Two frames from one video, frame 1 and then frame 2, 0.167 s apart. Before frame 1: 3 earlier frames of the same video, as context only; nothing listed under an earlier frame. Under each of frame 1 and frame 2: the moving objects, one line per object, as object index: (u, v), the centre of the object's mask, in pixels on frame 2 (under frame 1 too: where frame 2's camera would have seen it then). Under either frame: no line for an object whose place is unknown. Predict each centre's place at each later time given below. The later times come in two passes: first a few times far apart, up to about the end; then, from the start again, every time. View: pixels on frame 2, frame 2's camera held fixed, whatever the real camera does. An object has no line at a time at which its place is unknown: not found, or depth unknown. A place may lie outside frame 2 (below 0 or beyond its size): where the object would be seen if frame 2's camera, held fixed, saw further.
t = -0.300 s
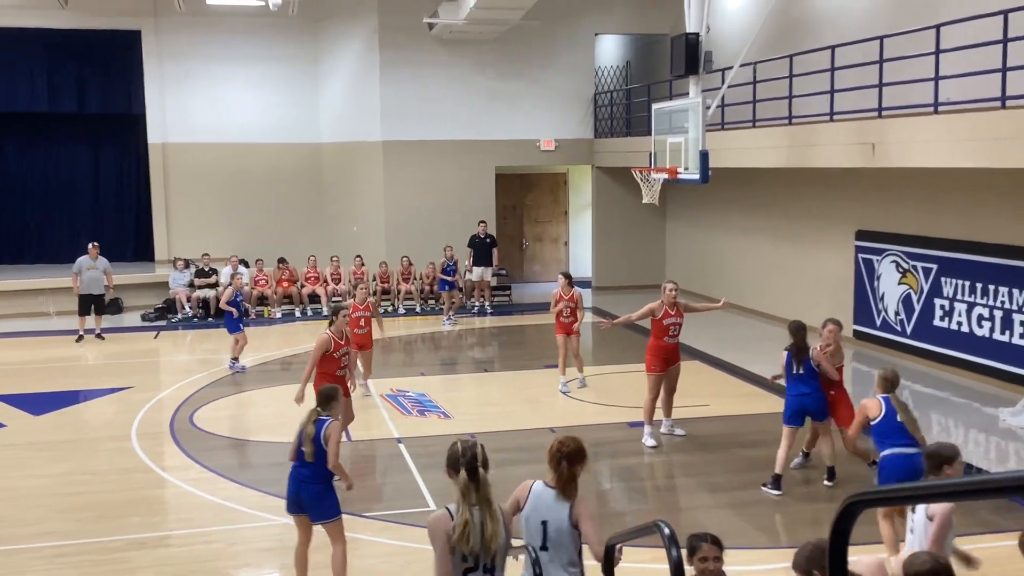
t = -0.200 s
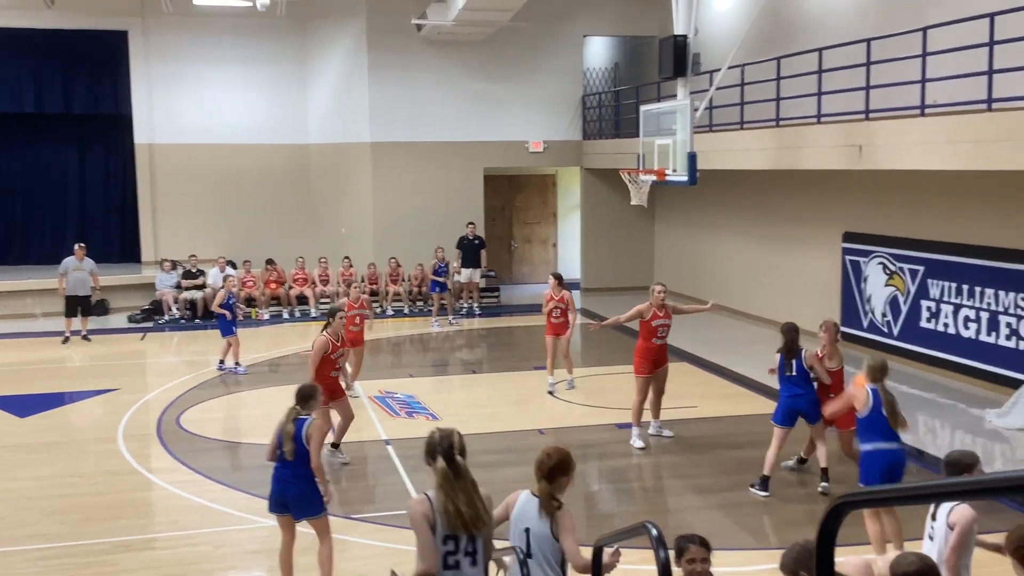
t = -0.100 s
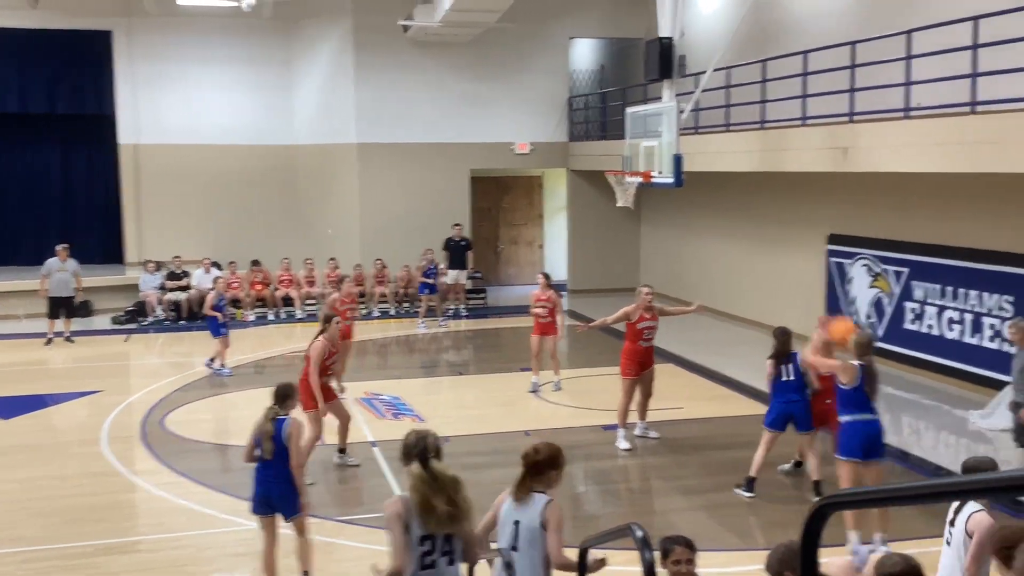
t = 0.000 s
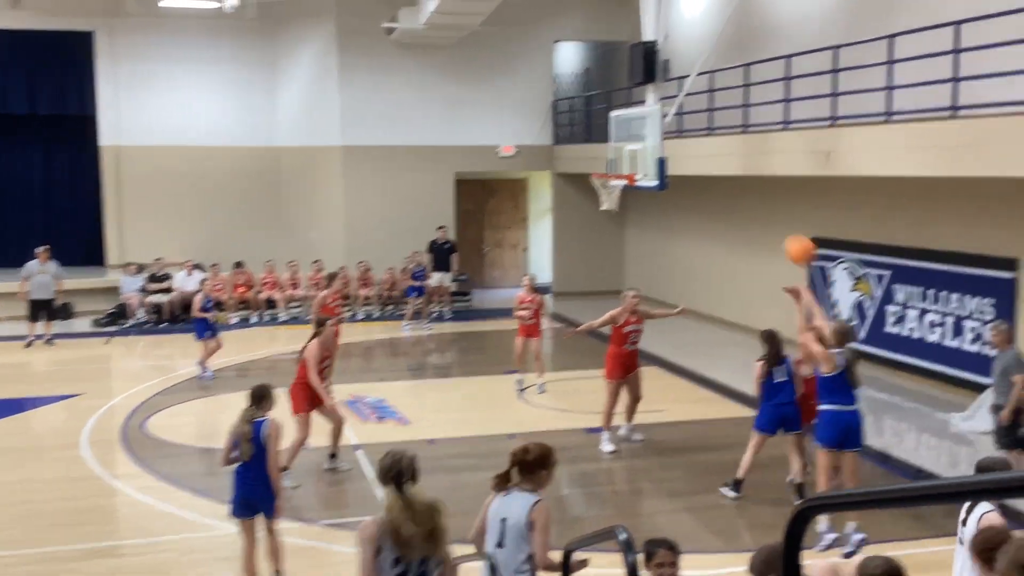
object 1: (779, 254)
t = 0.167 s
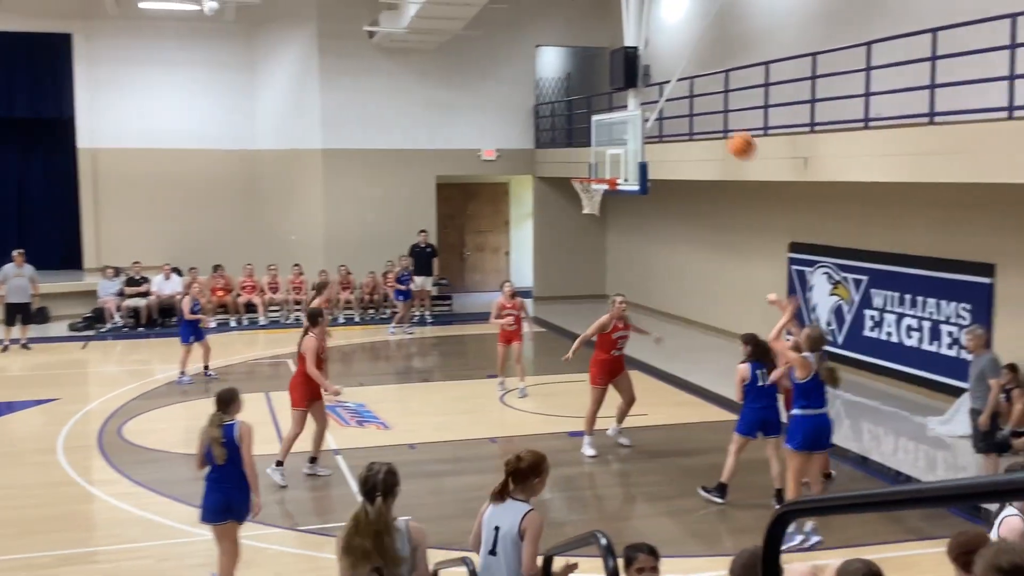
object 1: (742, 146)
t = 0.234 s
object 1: (728, 114)
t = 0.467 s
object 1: (684, 51)
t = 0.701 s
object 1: (647, 46)
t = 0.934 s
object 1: (616, 85)
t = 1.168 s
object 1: (591, 156)
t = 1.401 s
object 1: (581, 126)
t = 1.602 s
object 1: (578, 101)
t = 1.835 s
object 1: (571, 106)
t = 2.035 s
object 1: (567, 142)
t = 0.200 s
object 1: (734, 129)
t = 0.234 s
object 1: (728, 114)
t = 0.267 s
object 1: (721, 100)
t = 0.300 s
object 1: (714, 88)
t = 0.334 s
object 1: (707, 79)
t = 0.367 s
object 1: (701, 70)
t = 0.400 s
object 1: (695, 62)
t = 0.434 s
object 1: (690, 56)
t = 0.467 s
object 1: (684, 51)
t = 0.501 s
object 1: (678, 47)
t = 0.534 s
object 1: (672, 44)
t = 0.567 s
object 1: (666, 43)
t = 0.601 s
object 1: (661, 42)
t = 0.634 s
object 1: (656, 42)
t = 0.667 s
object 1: (651, 44)
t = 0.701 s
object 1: (647, 46)
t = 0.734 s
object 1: (641, 49)
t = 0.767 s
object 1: (637, 53)
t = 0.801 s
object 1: (632, 58)
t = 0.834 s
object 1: (628, 64)
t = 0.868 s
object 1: (624, 70)
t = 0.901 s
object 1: (620, 77)
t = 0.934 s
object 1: (616, 85)
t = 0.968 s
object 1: (611, 93)
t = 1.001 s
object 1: (607, 102)
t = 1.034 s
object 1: (604, 111)
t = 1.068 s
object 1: (600, 122)
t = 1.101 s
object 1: (597, 133)
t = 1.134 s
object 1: (593, 144)
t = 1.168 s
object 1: (591, 156)
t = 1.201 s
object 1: (587, 168)
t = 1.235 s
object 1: (586, 167)
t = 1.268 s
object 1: (585, 158)
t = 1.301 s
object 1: (584, 149)
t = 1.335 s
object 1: (583, 140)
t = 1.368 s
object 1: (582, 133)
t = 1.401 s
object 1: (581, 126)
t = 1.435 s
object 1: (581, 120)
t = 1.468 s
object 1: (580, 114)
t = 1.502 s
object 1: (579, 110)
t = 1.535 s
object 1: (579, 106)
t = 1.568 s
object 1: (578, 103)
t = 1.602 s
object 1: (578, 101)
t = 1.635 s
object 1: (577, 100)
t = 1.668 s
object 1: (575, 99)
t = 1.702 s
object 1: (575, 98)
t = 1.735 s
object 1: (574, 99)
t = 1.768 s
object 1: (573, 101)
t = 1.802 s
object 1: (572, 104)
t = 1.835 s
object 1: (571, 106)
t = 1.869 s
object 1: (570, 111)
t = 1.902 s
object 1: (570, 115)
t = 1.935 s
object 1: (569, 121)
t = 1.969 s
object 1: (568, 127)
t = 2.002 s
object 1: (568, 134)
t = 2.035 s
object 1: (567, 142)
